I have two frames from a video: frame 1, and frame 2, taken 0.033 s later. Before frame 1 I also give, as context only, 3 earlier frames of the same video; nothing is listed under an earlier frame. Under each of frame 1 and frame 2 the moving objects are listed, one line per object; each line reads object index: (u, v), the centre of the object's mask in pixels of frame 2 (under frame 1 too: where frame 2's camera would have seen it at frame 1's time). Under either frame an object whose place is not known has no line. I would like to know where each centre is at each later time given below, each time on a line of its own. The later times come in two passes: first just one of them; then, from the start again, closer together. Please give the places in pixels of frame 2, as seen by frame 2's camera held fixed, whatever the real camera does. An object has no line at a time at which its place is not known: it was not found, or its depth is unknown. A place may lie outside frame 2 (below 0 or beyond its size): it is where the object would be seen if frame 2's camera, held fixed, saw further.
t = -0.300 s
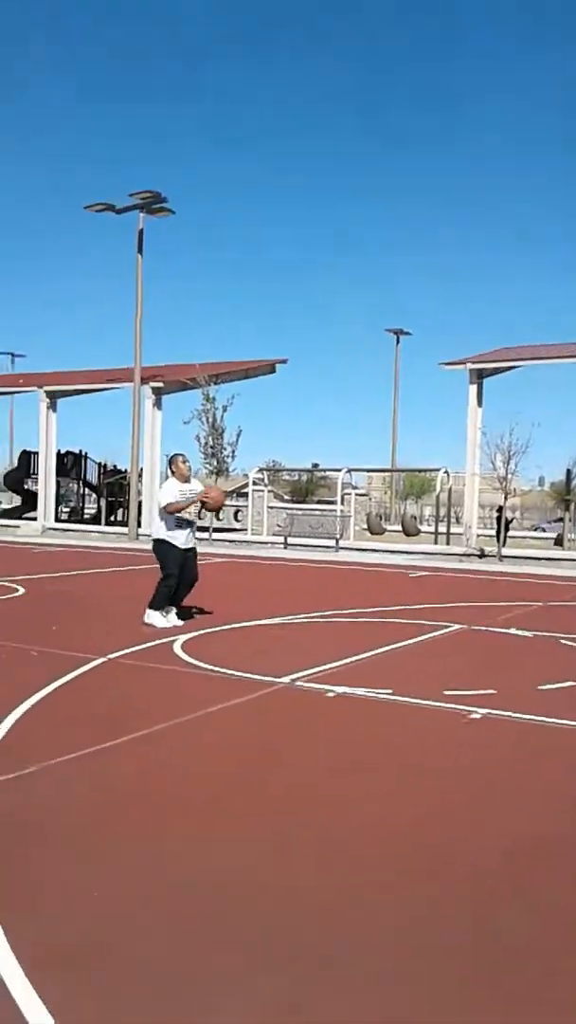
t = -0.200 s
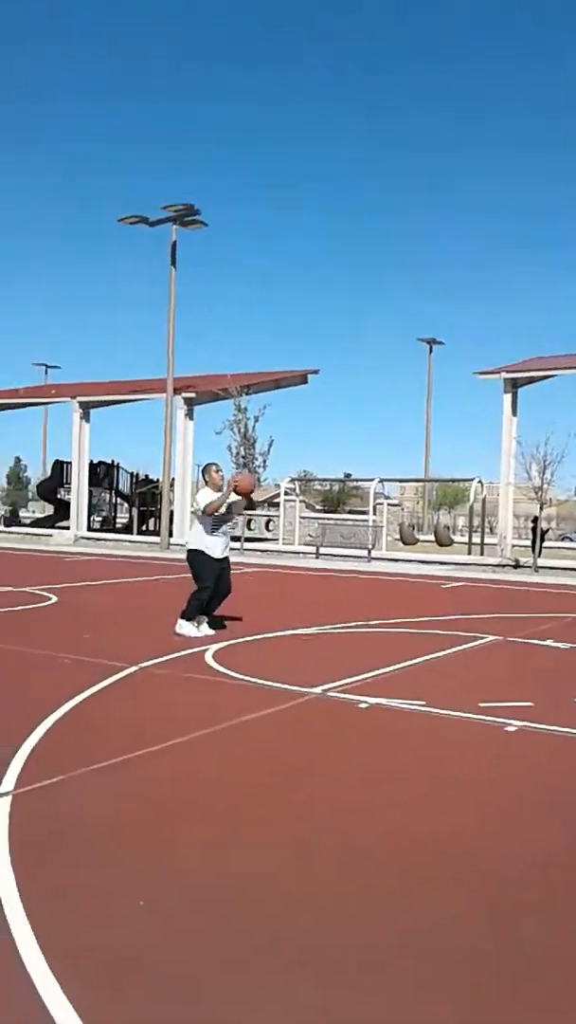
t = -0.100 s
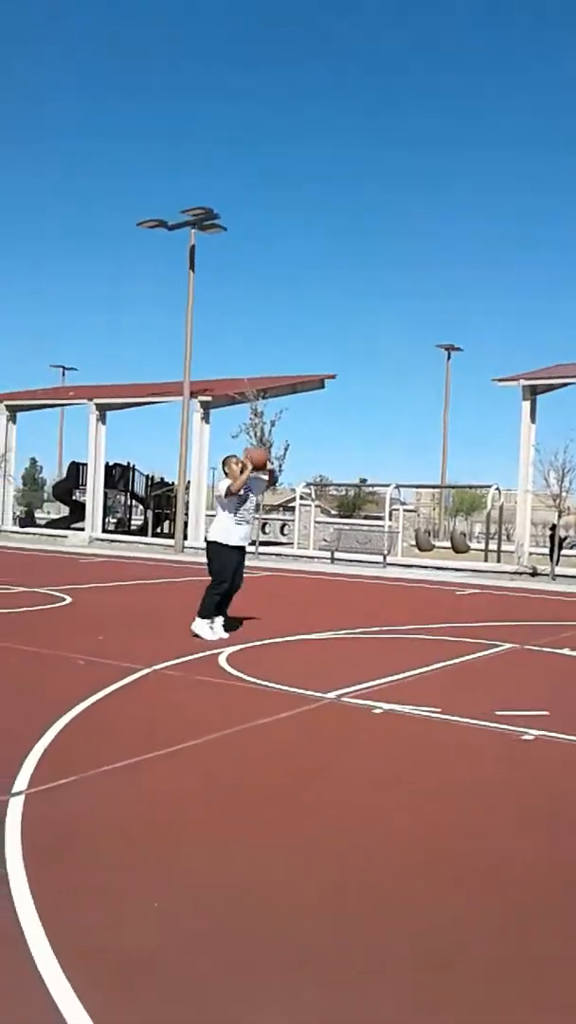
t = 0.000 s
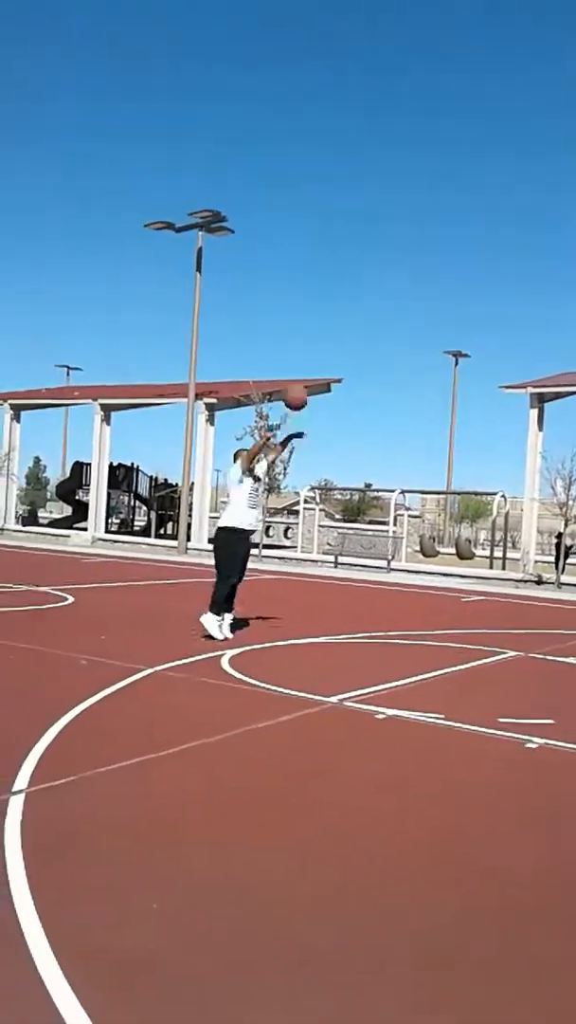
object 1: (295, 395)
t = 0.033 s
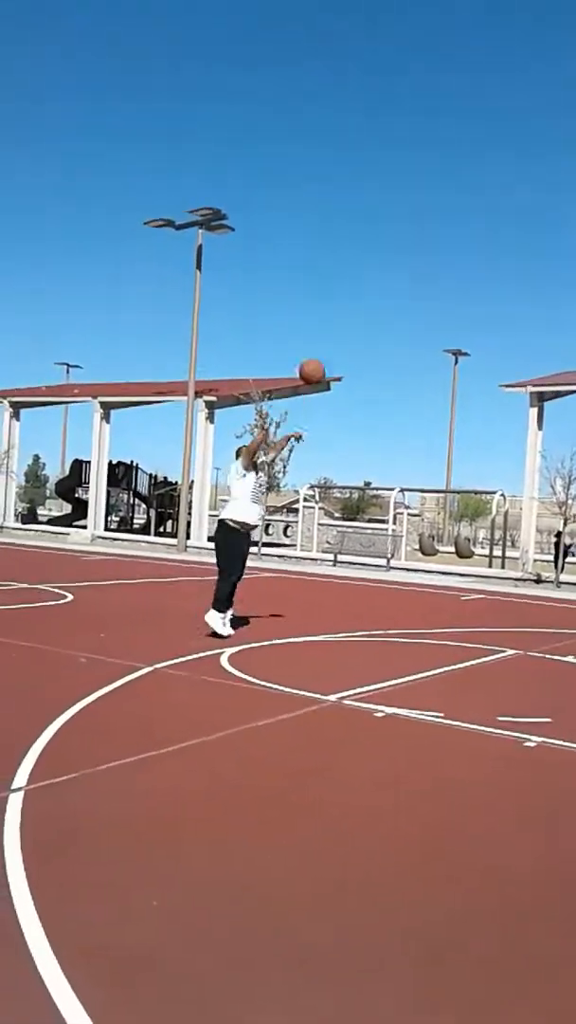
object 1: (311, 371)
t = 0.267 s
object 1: (442, 229)
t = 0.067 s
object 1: (329, 349)
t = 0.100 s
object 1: (346, 327)
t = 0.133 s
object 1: (364, 306)
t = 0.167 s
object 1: (383, 286)
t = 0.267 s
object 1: (442, 229)
